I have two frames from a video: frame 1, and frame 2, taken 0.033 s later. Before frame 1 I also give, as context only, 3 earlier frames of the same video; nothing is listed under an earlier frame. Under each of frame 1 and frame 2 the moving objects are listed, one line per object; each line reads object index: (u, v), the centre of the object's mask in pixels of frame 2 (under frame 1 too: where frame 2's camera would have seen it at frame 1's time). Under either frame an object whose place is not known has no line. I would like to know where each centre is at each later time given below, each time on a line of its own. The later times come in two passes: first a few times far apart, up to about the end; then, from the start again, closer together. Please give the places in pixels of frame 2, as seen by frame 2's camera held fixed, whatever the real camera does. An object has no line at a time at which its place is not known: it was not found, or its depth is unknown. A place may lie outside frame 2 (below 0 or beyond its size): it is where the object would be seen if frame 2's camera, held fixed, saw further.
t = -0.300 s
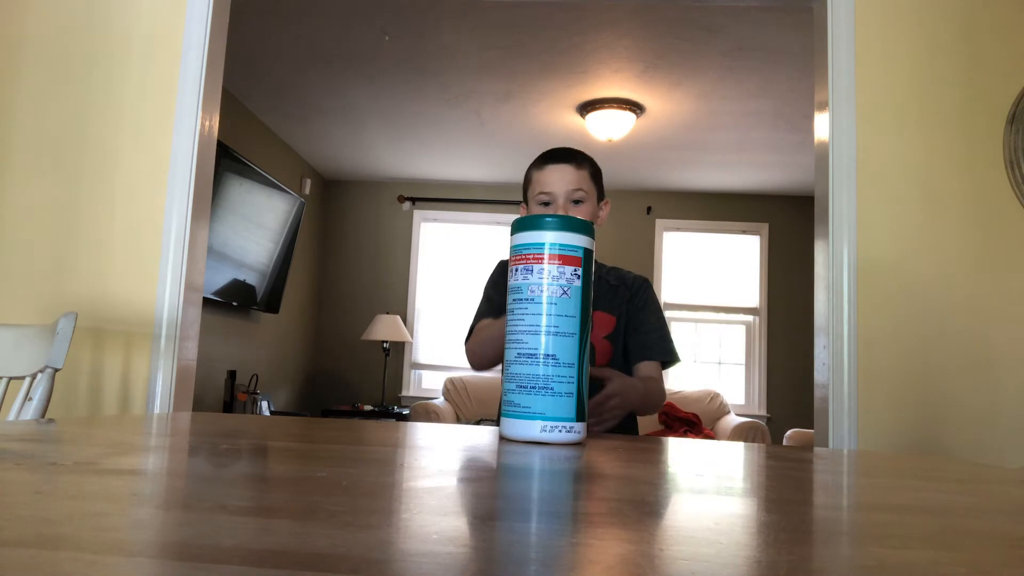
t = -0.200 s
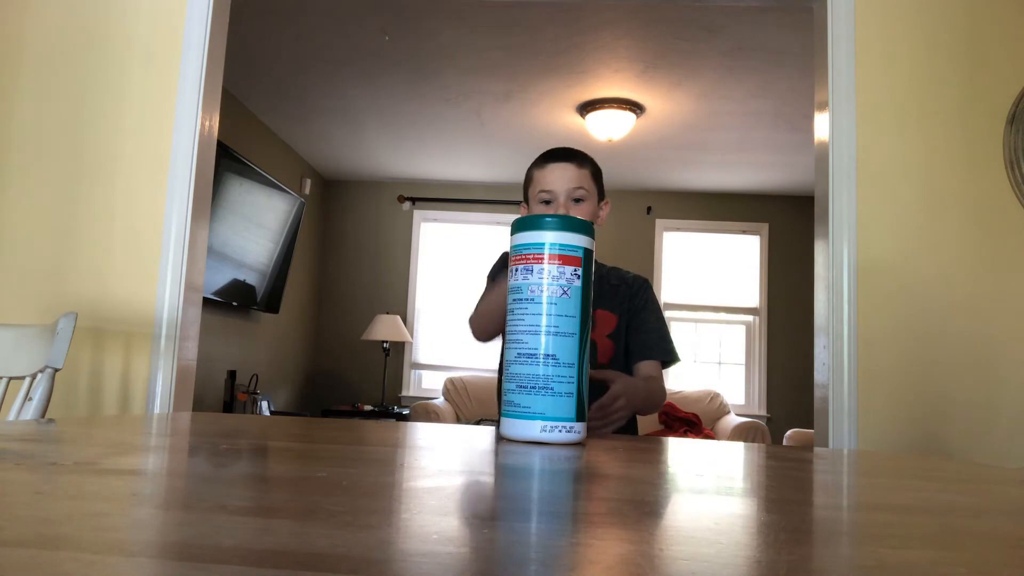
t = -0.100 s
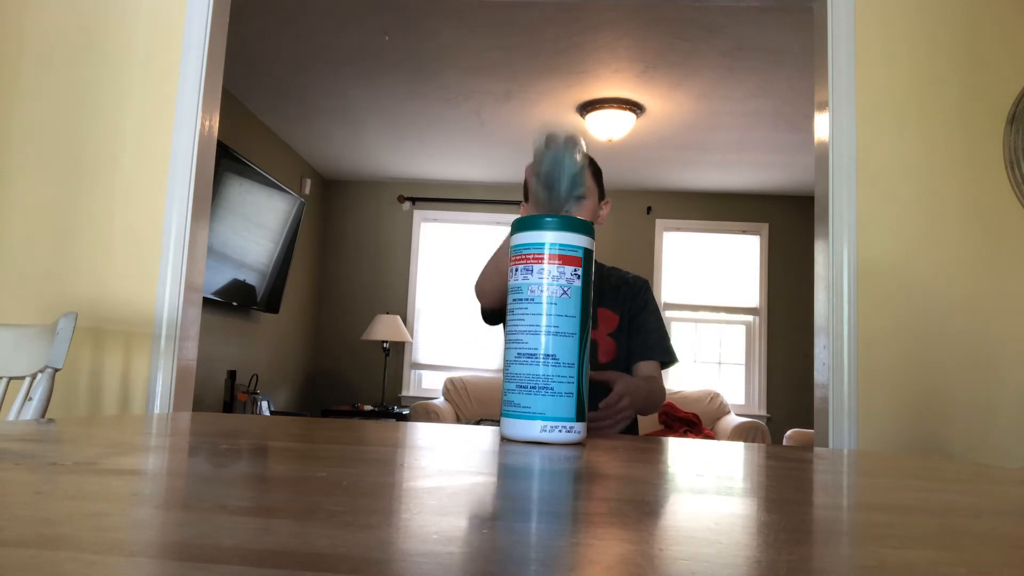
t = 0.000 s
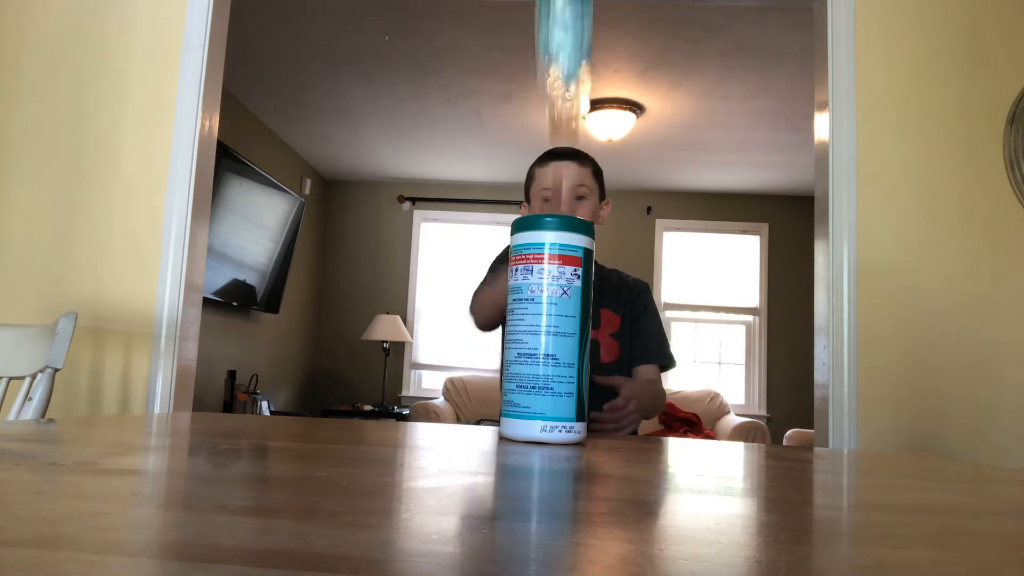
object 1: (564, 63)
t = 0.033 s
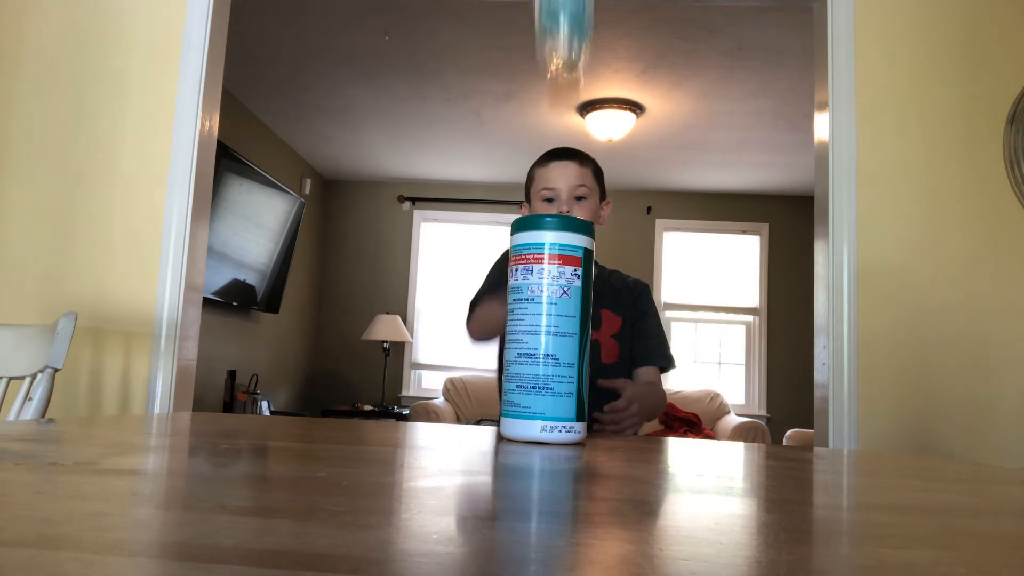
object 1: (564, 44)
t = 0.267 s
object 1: (552, 97)
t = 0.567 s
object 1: (543, 415)
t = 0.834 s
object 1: (510, 437)
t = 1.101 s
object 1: (341, 455)
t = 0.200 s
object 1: (558, 50)
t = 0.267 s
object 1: (552, 97)
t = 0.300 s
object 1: (550, 130)
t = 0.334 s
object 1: (548, 130)
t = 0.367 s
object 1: (544, 147)
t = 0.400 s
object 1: (537, 177)
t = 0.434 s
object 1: (533, 209)
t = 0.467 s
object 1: (535, 252)
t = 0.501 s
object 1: (531, 344)
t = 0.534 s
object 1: (547, 376)
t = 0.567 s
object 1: (543, 415)
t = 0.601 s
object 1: (550, 405)
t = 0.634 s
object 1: (553, 407)
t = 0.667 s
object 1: (559, 417)
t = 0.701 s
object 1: (558, 427)
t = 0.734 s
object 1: (544, 430)
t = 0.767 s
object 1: (531, 432)
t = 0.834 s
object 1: (510, 437)
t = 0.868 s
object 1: (499, 438)
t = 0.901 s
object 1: (485, 440)
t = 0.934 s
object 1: (470, 442)
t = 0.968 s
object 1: (454, 445)
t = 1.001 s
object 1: (434, 448)
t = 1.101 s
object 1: (341, 455)
